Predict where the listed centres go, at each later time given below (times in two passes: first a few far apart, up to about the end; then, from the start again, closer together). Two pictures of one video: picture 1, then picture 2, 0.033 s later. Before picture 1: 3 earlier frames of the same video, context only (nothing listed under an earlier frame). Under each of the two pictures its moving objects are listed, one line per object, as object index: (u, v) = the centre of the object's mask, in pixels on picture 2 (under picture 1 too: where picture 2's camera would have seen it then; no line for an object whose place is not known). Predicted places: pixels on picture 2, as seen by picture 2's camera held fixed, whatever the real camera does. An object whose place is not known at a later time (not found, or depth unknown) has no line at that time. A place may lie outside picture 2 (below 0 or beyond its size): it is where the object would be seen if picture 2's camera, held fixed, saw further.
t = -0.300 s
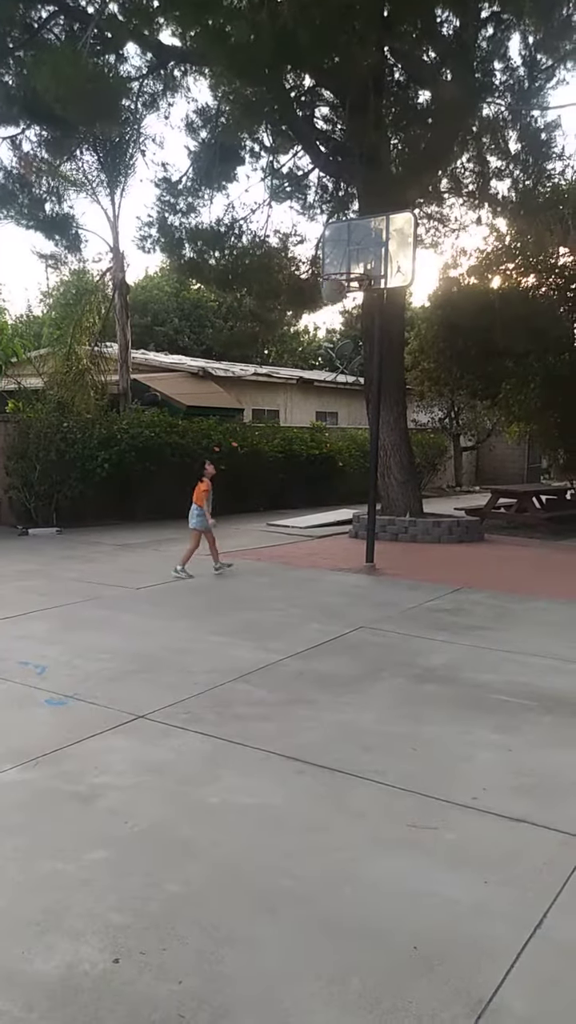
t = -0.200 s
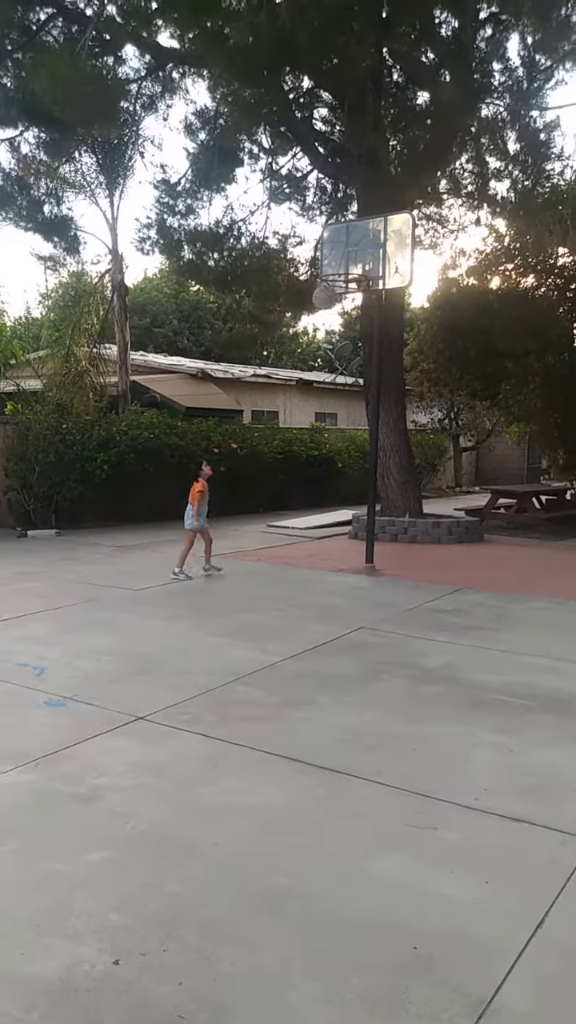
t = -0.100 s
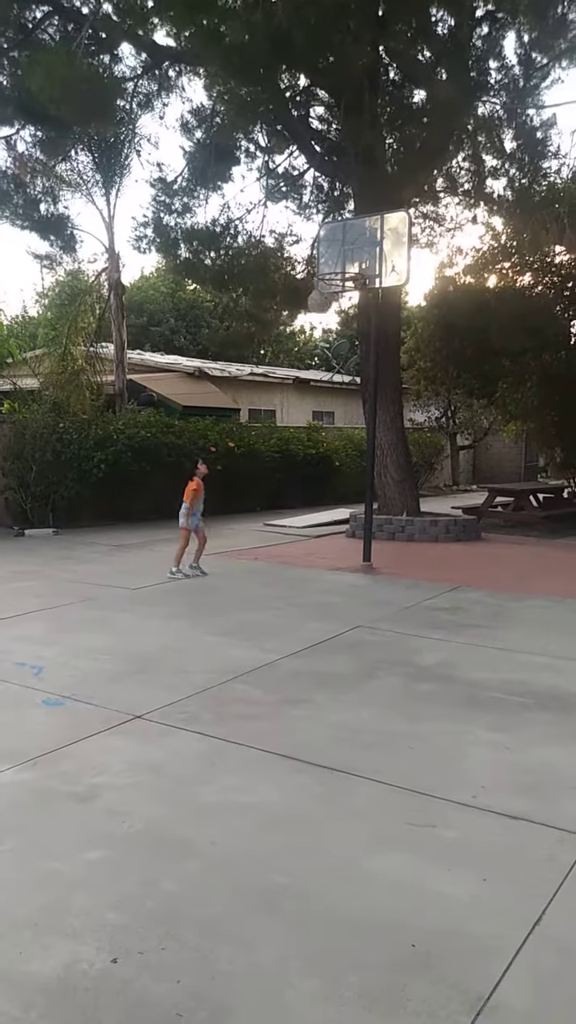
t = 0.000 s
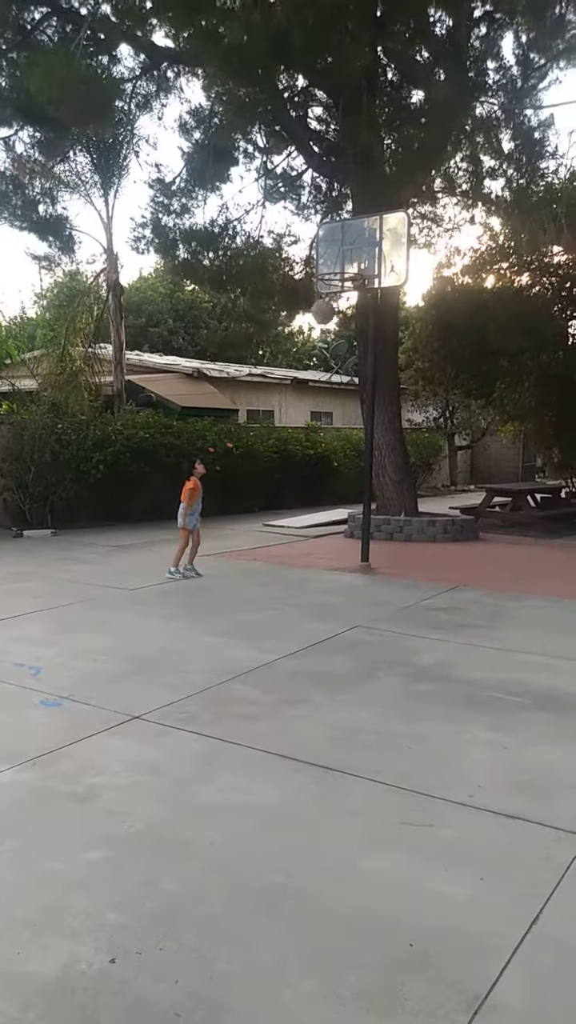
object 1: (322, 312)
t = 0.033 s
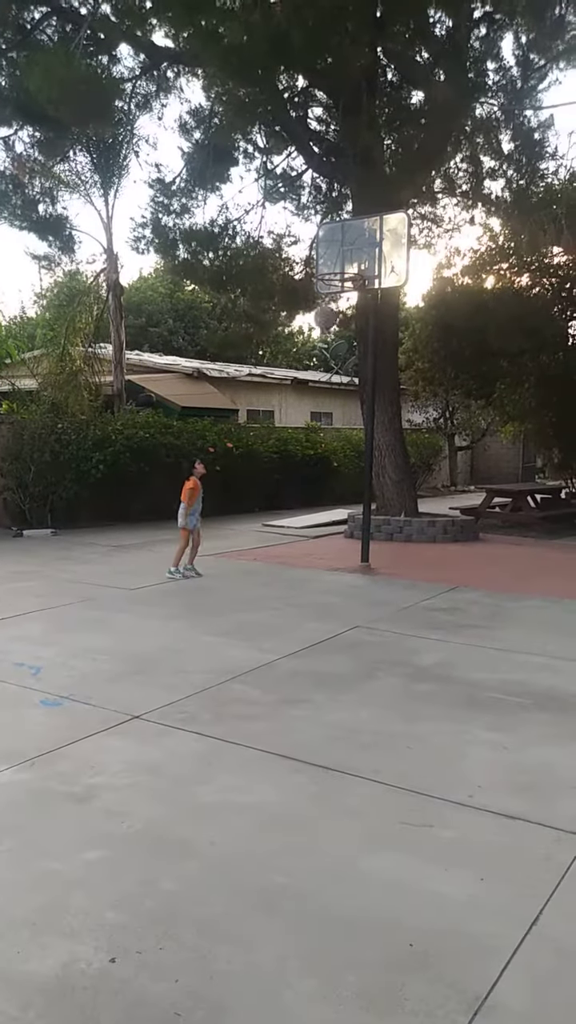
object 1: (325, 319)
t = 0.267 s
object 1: (337, 381)
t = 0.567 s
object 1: (352, 536)
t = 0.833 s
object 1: (364, 479)
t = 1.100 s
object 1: (376, 427)
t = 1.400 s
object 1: (387, 450)
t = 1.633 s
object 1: (393, 520)
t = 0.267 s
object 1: (337, 381)
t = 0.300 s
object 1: (340, 395)
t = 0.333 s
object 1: (342, 409)
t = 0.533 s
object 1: (352, 518)
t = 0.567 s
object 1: (352, 536)
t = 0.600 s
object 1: (355, 561)
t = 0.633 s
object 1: (356, 562)
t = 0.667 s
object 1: (357, 545)
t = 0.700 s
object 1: (358, 530)
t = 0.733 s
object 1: (359, 517)
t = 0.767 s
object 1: (361, 502)
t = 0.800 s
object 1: (363, 490)
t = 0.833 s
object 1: (364, 479)
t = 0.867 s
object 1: (365, 469)
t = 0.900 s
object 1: (367, 460)
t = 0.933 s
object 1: (368, 452)
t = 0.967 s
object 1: (369, 445)
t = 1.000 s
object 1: (371, 439)
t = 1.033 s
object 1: (371, 433)
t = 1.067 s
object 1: (375, 429)
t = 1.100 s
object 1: (376, 427)
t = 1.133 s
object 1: (377, 425)
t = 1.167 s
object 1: (379, 425)
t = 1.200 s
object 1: (380, 425)
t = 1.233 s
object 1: (382, 426)
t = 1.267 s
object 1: (383, 428)
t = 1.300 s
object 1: (384, 432)
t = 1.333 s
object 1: (385, 437)
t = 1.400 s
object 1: (387, 450)
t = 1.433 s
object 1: (388, 458)
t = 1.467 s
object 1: (390, 467)
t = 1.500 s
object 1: (390, 476)
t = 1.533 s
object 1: (391, 487)
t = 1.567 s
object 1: (392, 501)
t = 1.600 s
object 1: (393, 512)
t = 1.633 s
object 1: (393, 520)
